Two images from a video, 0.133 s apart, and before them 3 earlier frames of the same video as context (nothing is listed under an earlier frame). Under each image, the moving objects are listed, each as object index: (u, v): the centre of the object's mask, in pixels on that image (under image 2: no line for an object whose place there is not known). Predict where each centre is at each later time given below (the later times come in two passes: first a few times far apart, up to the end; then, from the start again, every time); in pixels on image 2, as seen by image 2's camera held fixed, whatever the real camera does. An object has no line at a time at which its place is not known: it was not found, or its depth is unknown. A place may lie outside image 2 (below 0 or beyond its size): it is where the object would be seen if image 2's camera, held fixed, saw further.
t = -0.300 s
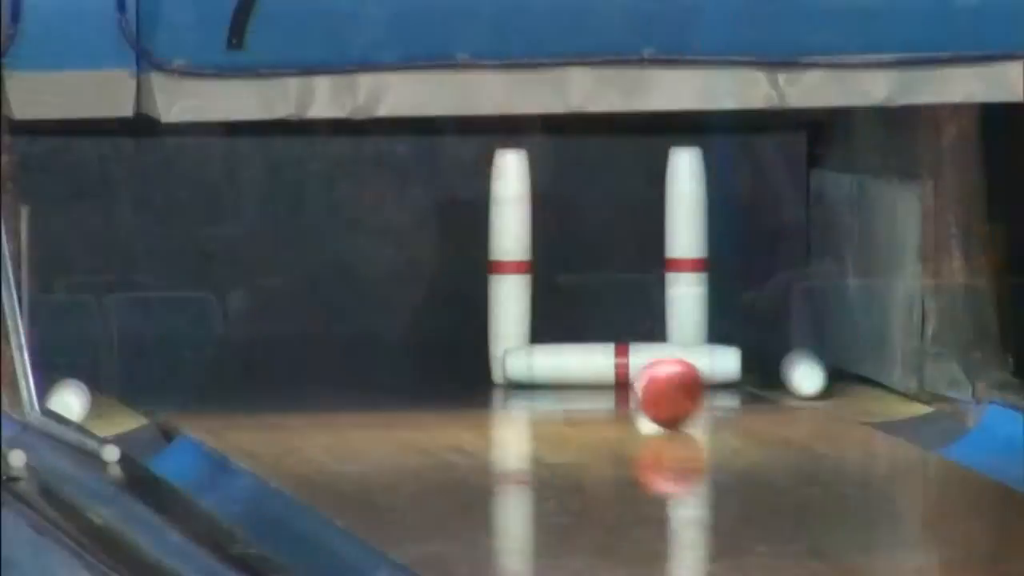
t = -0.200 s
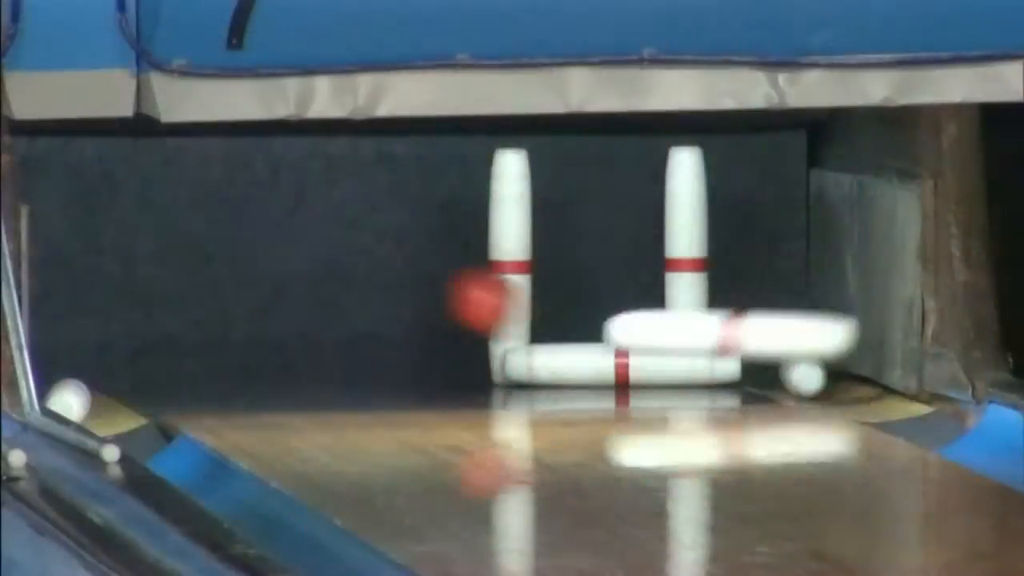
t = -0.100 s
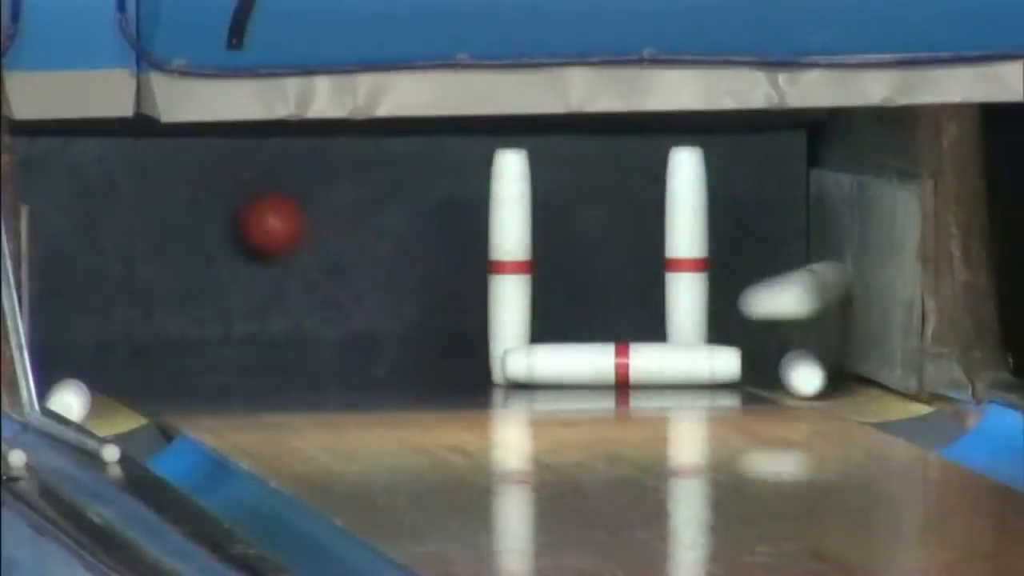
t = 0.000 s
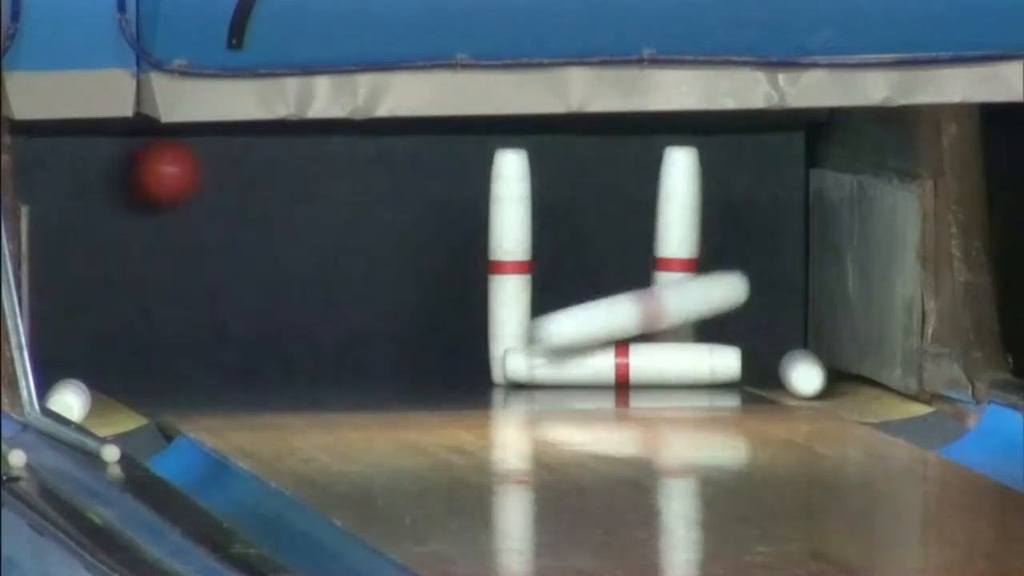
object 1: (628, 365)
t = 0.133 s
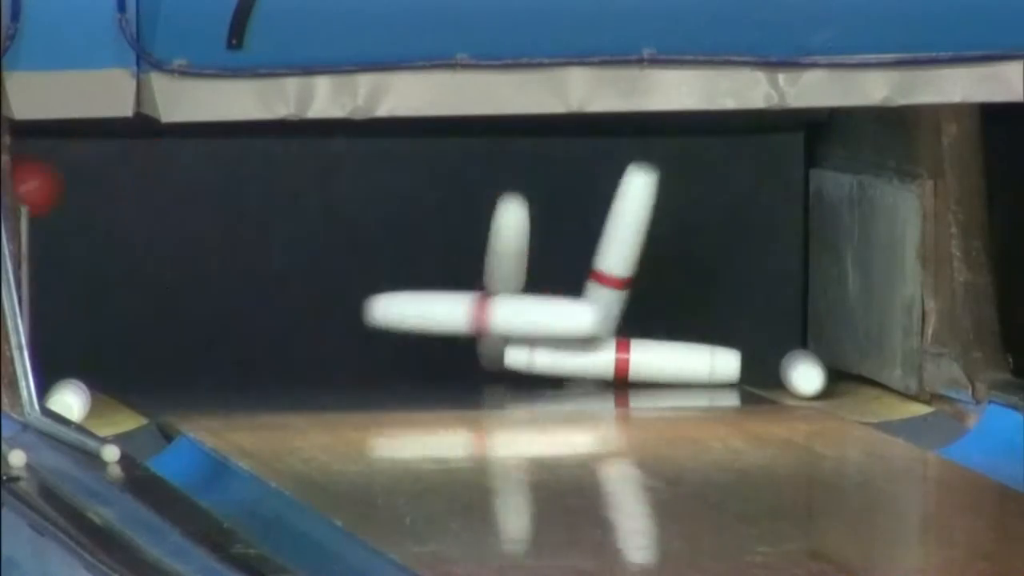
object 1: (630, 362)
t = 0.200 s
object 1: (627, 360)
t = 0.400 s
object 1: (621, 360)
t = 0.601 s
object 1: (619, 360)
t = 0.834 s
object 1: (617, 359)
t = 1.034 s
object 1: (615, 359)
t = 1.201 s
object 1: (618, 373)
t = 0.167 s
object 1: (631, 364)
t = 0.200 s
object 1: (627, 360)
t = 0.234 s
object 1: (621, 360)
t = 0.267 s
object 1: (621, 362)
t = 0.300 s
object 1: (620, 360)
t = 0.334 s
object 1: (621, 360)
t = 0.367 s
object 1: (621, 361)
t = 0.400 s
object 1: (621, 360)
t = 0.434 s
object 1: (620, 361)
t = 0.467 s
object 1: (621, 360)
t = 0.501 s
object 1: (620, 361)
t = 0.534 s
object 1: (620, 360)
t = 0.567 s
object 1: (619, 360)
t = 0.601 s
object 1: (619, 360)
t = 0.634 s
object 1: (619, 360)
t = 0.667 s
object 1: (618, 360)
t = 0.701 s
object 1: (618, 359)
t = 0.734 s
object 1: (618, 359)
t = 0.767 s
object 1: (618, 359)
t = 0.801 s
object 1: (618, 359)
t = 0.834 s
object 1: (617, 359)
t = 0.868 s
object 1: (617, 359)
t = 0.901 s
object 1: (617, 358)
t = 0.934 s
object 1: (616, 359)
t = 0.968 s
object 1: (616, 359)
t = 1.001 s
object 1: (615, 359)
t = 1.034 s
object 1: (615, 359)
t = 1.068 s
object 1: (615, 360)
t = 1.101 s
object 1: (614, 360)
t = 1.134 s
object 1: (614, 362)
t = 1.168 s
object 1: (615, 365)
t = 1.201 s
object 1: (618, 373)
